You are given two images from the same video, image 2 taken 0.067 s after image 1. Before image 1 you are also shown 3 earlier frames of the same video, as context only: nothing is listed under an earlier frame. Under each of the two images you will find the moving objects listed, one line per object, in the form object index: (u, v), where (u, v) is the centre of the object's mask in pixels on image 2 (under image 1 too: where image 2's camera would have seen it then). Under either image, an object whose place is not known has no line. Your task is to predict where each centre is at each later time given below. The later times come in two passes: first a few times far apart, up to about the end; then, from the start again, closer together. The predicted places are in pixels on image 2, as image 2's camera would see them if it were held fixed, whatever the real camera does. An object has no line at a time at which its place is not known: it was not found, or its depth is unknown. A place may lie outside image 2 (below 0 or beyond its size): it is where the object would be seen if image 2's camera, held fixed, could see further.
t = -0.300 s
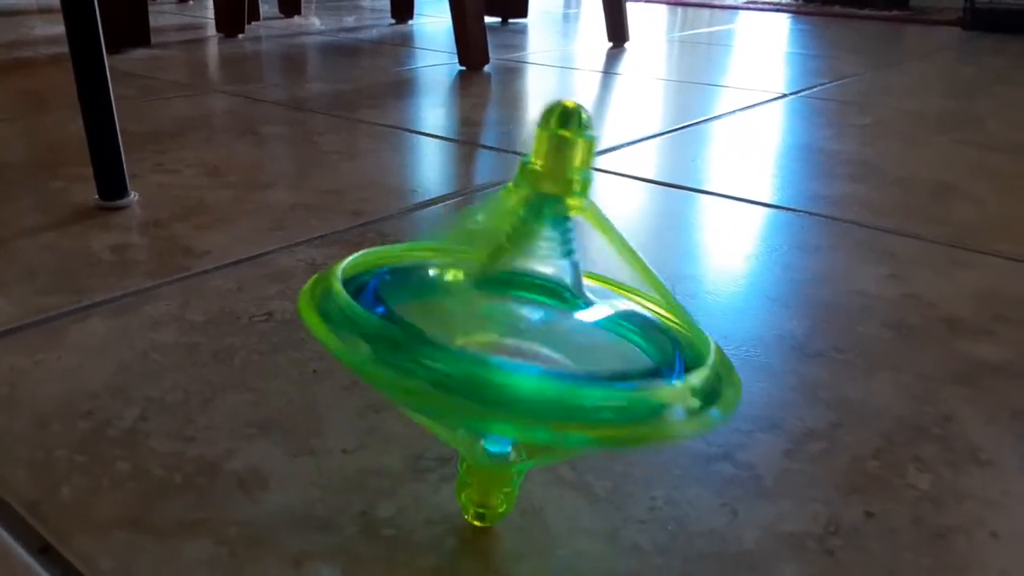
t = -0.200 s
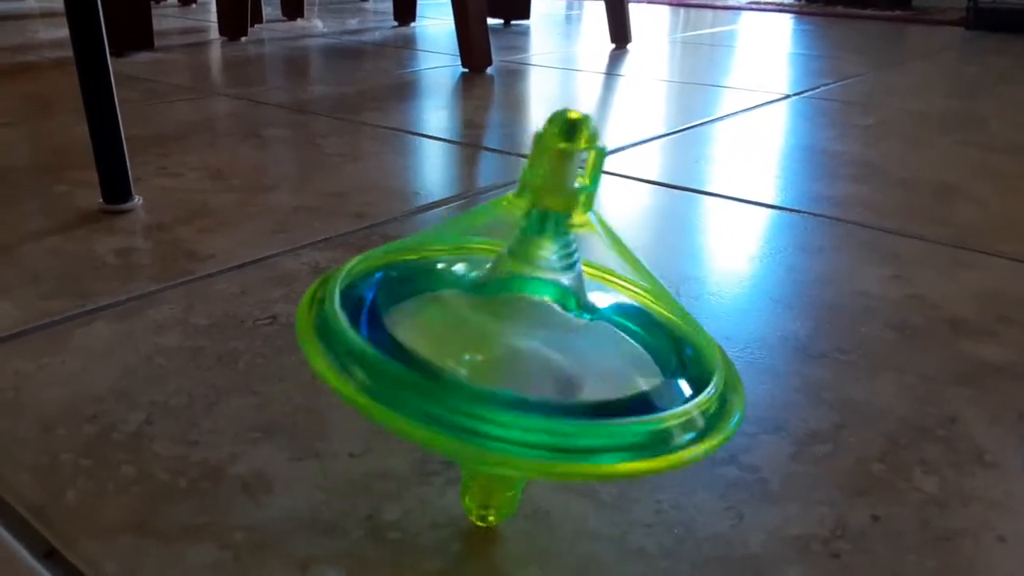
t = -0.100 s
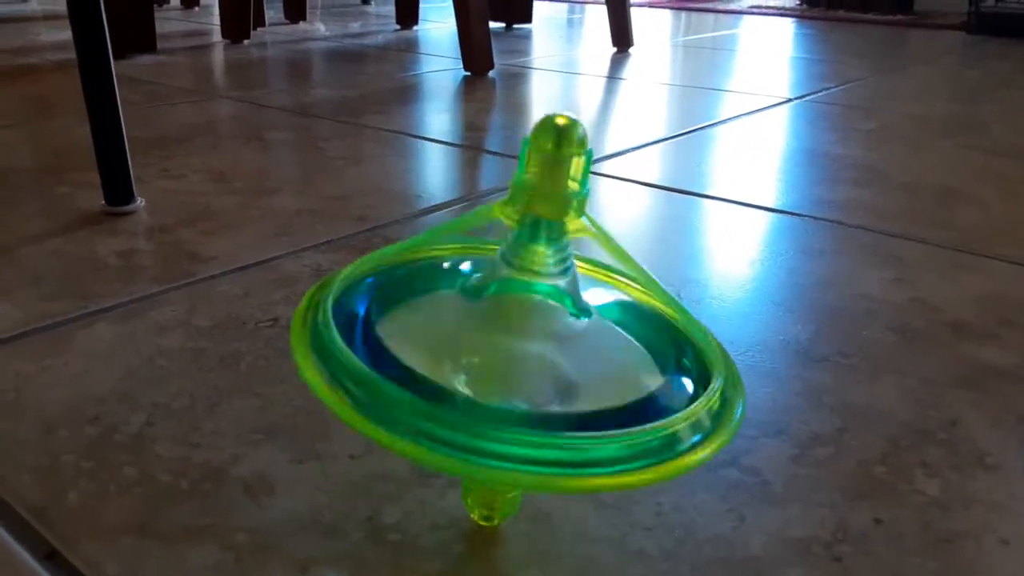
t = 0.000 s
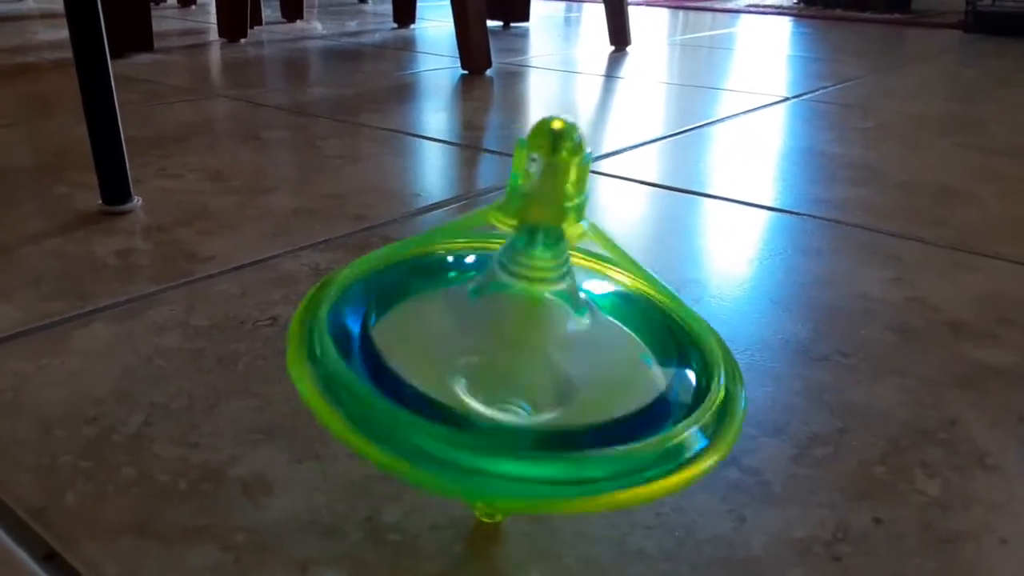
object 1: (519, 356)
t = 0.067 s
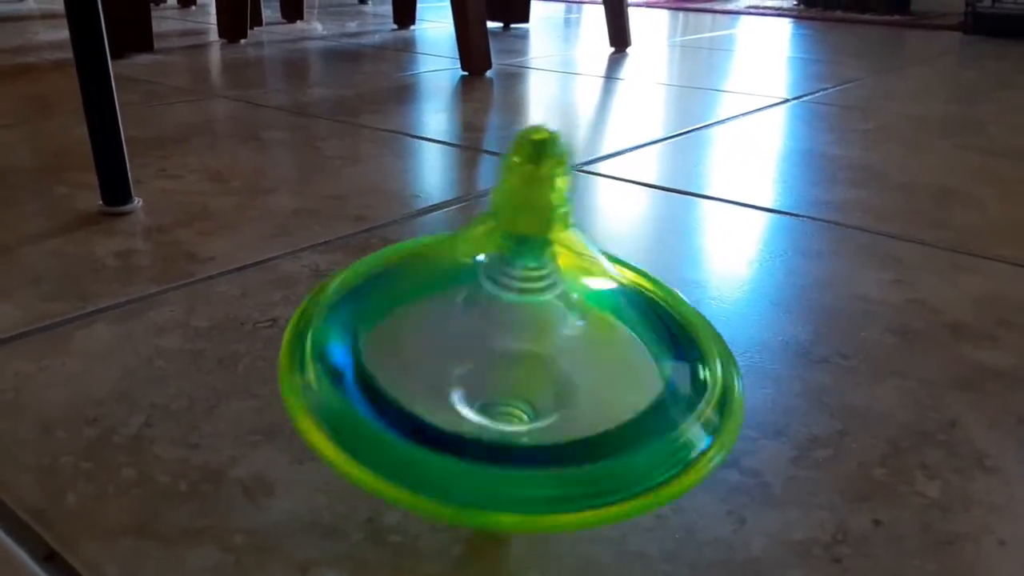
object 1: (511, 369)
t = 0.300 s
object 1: (489, 350)
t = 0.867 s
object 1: (512, 327)
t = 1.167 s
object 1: (511, 350)
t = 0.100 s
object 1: (505, 371)
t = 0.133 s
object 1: (500, 369)
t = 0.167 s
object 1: (495, 367)
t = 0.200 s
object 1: (492, 362)
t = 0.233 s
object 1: (489, 357)
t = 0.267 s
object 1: (488, 354)
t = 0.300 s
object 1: (489, 350)
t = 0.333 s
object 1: (489, 347)
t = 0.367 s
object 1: (489, 348)
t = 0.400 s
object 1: (488, 347)
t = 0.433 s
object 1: (486, 342)
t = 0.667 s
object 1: (503, 329)
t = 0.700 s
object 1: (504, 330)
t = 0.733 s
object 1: (504, 328)
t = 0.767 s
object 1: (507, 329)
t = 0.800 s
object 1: (506, 330)
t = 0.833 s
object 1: (505, 328)
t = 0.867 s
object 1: (512, 327)
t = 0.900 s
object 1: (517, 331)
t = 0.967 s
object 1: (530, 332)
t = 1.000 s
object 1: (534, 338)
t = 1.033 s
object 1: (531, 342)
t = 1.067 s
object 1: (527, 346)
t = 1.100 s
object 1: (521, 351)
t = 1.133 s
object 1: (515, 352)
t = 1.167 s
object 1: (511, 350)
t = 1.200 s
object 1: (510, 351)
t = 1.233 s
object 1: (510, 352)
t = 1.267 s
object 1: (513, 354)
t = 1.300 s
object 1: (511, 358)
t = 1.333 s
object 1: (509, 367)
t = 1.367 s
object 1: (505, 371)
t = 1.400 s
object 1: (498, 374)
